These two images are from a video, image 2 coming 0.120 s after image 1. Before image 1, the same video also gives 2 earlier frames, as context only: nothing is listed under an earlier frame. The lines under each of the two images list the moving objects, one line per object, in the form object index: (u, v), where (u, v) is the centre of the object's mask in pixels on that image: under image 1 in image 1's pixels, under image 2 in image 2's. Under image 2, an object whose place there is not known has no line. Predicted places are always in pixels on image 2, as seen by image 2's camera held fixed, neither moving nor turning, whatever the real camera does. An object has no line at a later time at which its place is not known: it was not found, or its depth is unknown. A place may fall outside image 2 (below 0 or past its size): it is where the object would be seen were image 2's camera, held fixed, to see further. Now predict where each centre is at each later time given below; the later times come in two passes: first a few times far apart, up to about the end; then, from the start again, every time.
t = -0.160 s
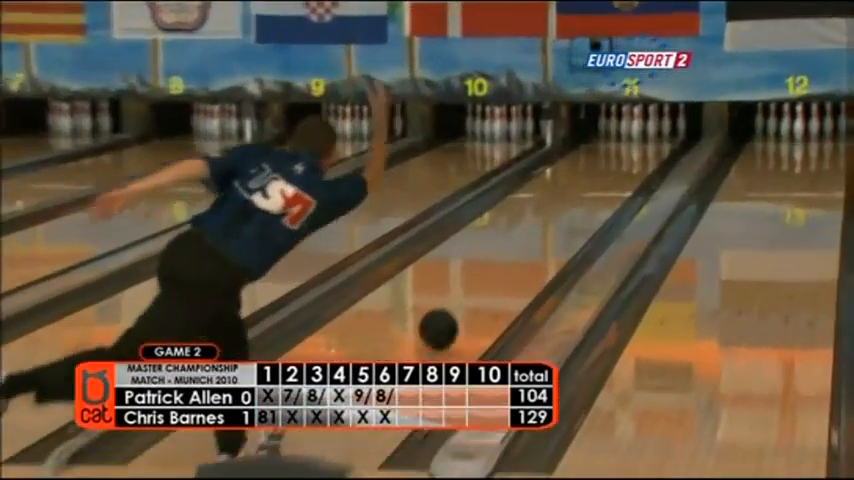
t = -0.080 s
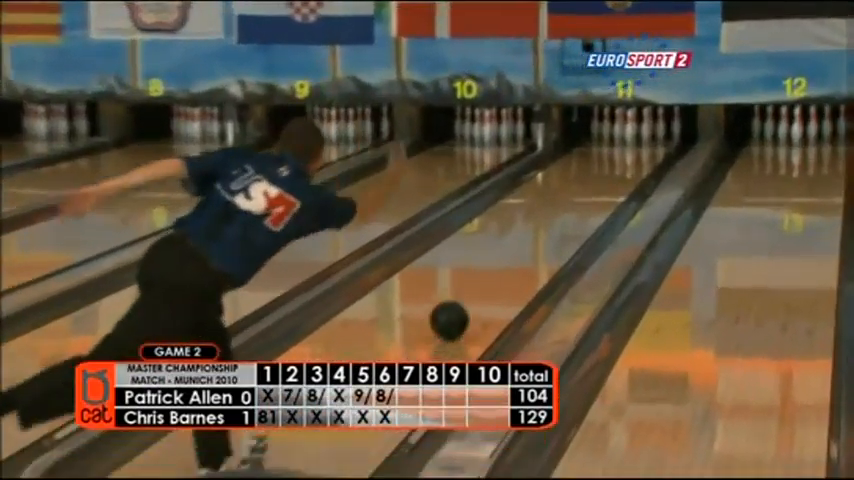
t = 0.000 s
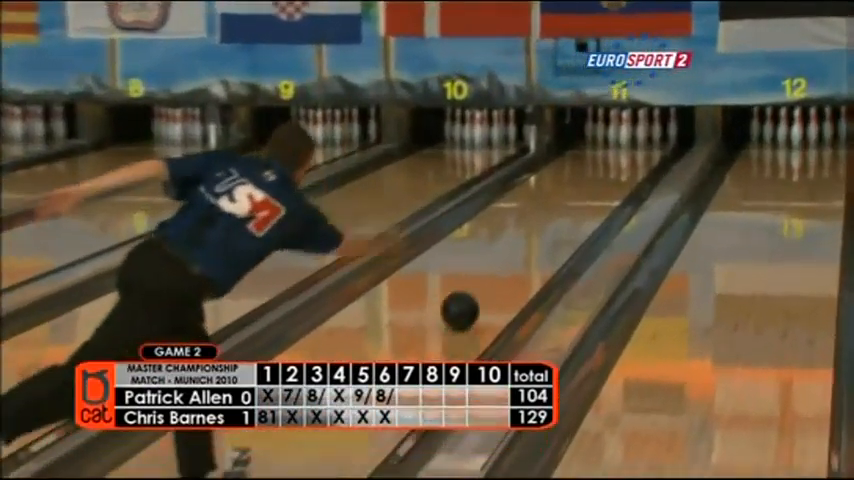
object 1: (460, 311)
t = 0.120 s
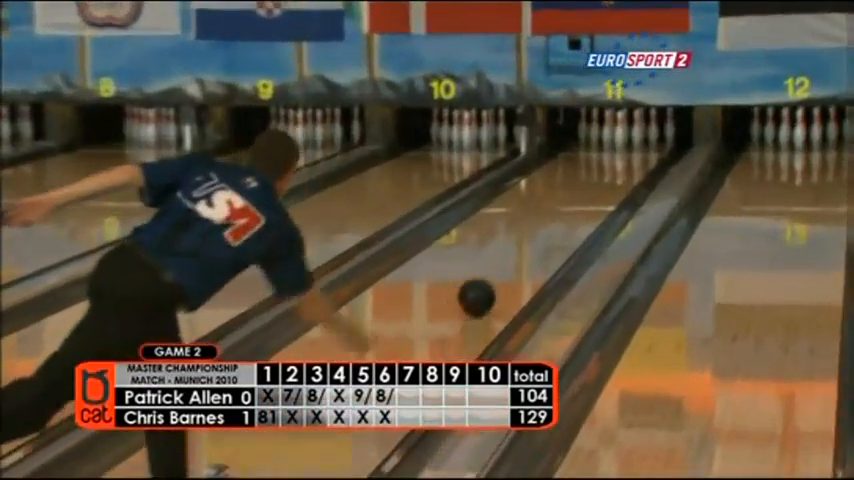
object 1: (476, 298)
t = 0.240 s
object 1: (502, 276)
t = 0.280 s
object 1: (509, 270)
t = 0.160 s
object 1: (485, 290)
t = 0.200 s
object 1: (494, 283)
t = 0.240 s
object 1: (502, 276)
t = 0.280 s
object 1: (509, 270)
